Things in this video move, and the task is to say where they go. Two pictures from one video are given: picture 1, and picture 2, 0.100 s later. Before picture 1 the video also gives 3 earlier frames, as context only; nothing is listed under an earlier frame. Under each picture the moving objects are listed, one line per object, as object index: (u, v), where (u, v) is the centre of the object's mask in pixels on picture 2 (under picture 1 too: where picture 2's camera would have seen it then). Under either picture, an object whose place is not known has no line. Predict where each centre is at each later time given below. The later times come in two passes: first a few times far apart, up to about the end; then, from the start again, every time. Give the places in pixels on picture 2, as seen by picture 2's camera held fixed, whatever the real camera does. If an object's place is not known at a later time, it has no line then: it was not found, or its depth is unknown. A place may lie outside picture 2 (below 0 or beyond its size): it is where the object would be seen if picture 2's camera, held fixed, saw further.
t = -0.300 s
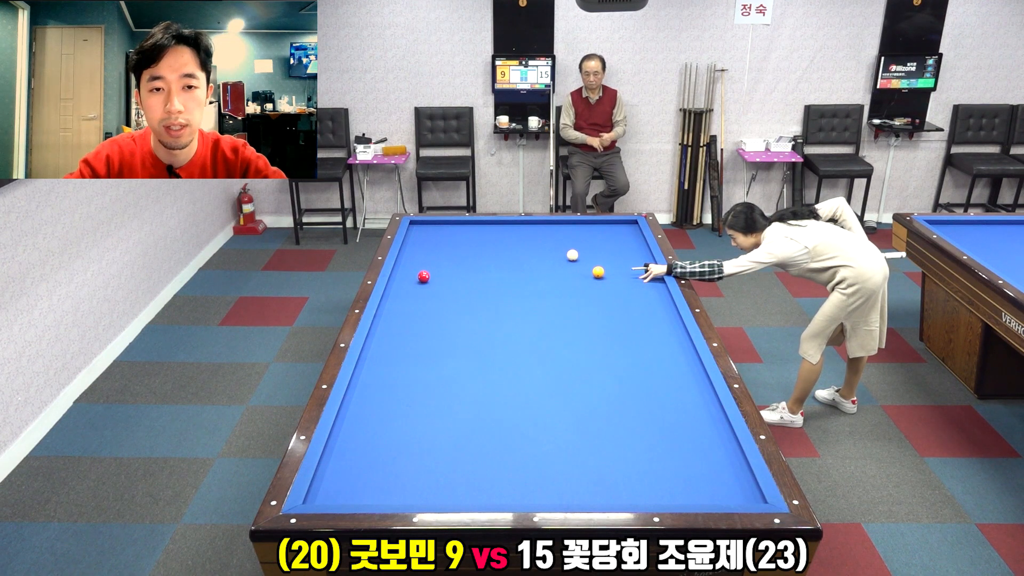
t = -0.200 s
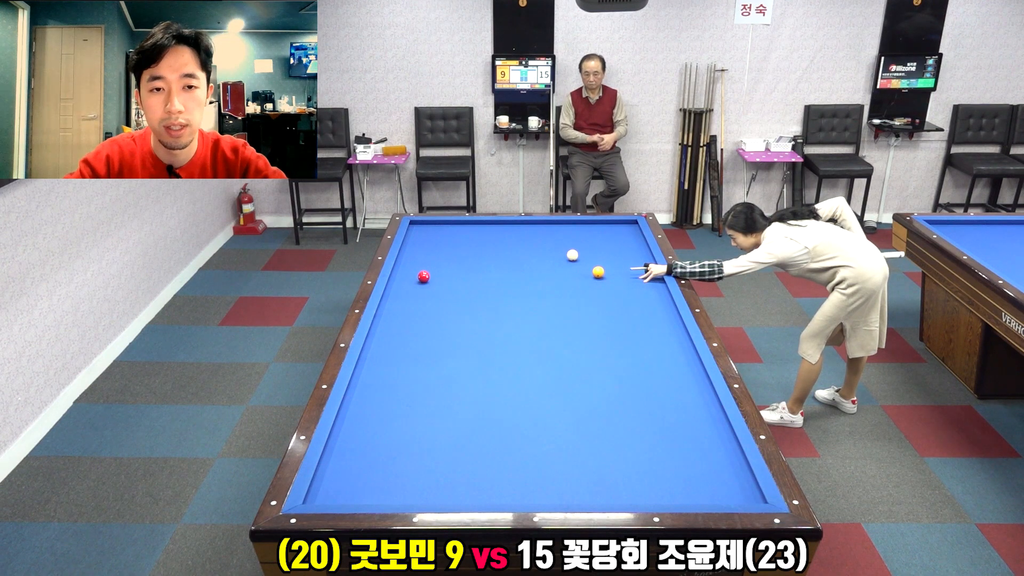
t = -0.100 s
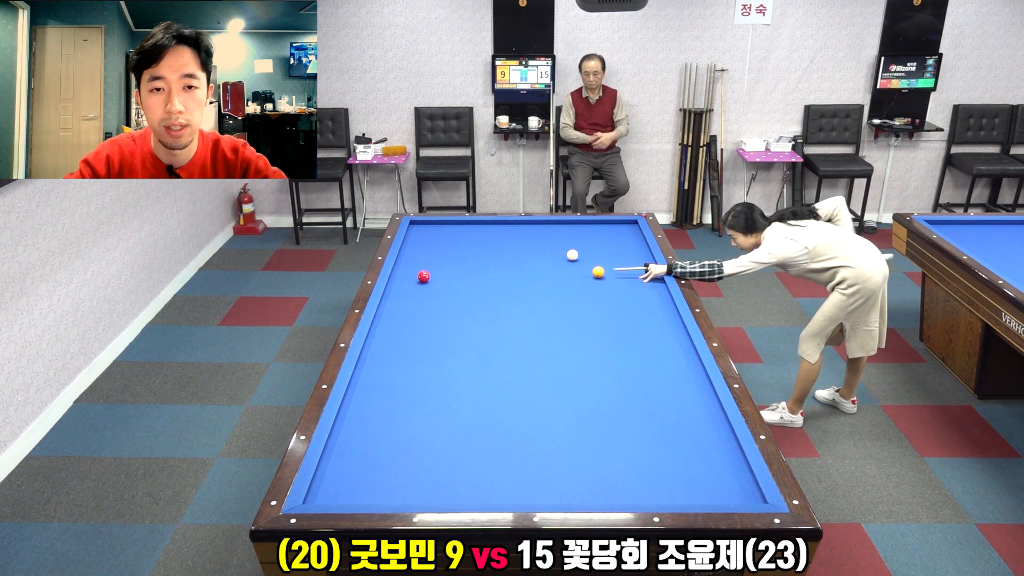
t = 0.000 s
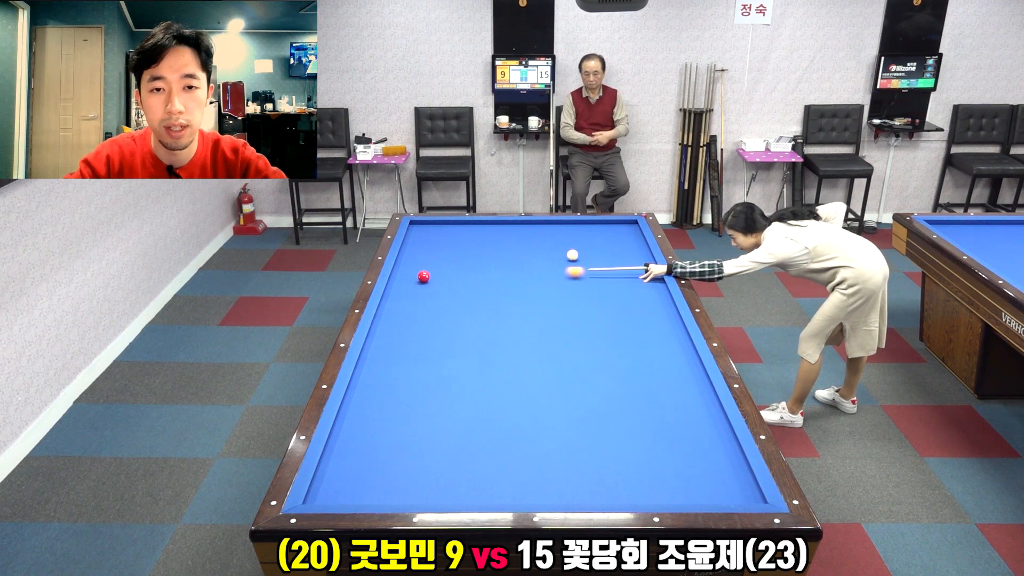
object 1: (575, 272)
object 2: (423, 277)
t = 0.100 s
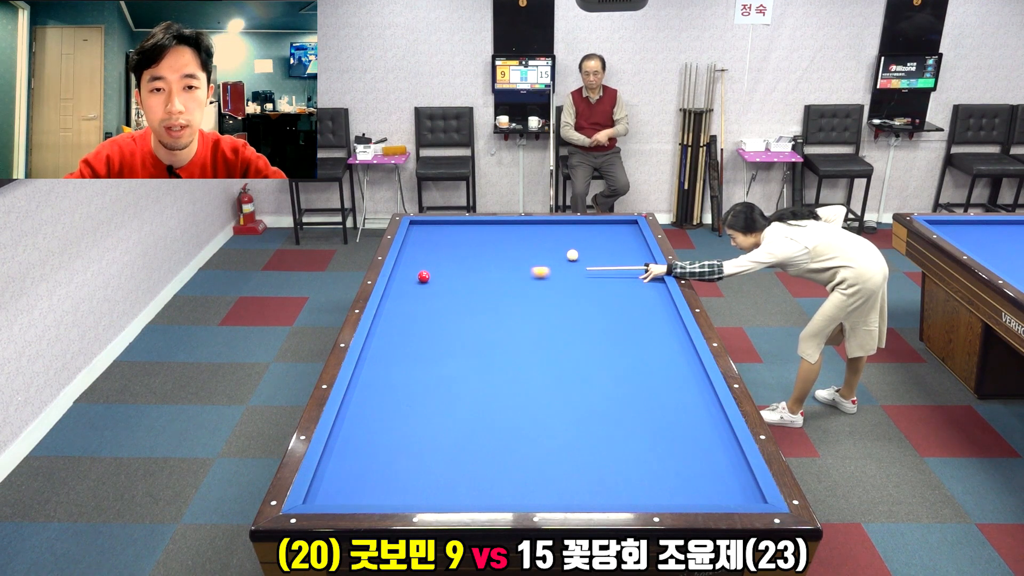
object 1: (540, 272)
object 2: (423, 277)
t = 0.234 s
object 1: (494, 272)
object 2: (423, 277)
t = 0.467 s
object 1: (419, 269)
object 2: (419, 279)
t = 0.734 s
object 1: (436, 261)
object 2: (400, 289)
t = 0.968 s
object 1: (472, 253)
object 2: (389, 297)
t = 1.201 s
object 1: (506, 245)
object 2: (394, 303)
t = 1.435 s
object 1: (538, 238)
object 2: (399, 310)
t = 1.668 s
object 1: (568, 231)
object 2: (404, 317)
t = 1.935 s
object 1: (600, 224)
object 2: (409, 325)
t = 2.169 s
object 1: (627, 223)
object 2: (414, 331)
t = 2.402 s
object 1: (625, 228)
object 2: (419, 338)
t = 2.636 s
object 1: (612, 232)
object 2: (424, 345)
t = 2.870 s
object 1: (600, 237)
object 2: (429, 353)
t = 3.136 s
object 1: (586, 243)
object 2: (435, 361)
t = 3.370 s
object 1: (573, 246)
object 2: (440, 368)
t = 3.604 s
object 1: (560, 252)
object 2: (444, 375)
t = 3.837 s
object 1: (547, 257)
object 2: (449, 382)
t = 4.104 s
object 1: (531, 263)
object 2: (455, 390)
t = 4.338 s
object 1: (518, 268)
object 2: (460, 397)
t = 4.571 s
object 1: (505, 273)
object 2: (464, 404)
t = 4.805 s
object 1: (491, 278)
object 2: (469, 411)
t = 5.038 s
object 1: (477, 283)
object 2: (473, 418)
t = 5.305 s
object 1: (462, 288)
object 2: (478, 425)
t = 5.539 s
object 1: (448, 293)
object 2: (483, 432)
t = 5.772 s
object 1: (434, 299)
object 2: (487, 439)
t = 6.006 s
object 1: (420, 304)
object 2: (491, 445)
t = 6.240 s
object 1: (407, 309)
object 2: (495, 451)
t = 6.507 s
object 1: (390, 314)
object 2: (500, 458)
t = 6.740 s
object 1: (381, 319)
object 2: (504, 464)
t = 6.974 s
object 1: (386, 323)
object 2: (507, 470)
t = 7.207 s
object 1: (391, 326)
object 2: (511, 475)
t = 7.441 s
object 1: (396, 329)
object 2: (514, 481)
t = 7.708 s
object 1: (401, 332)
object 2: (518, 486)
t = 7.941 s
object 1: (406, 336)
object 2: (521, 491)
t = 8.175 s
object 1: (410, 338)
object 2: (524, 494)
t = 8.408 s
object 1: (414, 341)
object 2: (526, 496)
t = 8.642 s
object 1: (418, 344)
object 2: (528, 496)
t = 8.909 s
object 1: (422, 346)
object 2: (529, 495)
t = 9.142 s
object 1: (426, 348)
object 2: (530, 495)
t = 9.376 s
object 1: (429, 350)
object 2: (530, 494)
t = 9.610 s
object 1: (432, 352)
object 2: (531, 494)
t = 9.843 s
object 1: (434, 354)
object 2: (531, 494)
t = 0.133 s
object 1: (529, 272)
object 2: (423, 277)
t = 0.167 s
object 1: (517, 272)
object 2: (423, 277)
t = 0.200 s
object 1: (506, 272)
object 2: (423, 277)
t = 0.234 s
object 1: (494, 272)
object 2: (423, 277)
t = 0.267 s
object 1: (483, 272)
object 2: (423, 277)
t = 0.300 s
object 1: (471, 273)
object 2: (423, 277)
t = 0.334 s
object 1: (460, 272)
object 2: (423, 277)
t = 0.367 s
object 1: (449, 272)
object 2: (423, 277)
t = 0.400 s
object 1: (438, 272)
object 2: (423, 277)
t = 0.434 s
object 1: (428, 271)
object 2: (422, 278)
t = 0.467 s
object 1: (419, 269)
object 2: (419, 279)
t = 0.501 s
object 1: (410, 269)
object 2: (417, 280)
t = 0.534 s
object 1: (402, 268)
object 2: (414, 282)
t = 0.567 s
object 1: (401, 267)
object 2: (412, 283)
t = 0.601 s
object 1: (409, 265)
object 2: (409, 284)
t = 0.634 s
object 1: (417, 264)
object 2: (407, 285)
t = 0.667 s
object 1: (424, 263)
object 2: (405, 286)
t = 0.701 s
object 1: (430, 262)
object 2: (402, 288)
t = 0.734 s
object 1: (436, 261)
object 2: (400, 289)
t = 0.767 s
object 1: (441, 259)
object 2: (398, 290)
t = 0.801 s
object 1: (447, 258)
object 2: (395, 291)
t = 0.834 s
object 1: (452, 257)
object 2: (393, 292)
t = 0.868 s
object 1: (457, 256)
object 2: (390, 294)
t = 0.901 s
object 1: (462, 255)
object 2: (388, 295)
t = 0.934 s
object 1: (467, 254)
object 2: (389, 296)
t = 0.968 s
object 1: (472, 253)
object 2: (389, 297)
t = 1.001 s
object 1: (477, 251)
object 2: (390, 298)
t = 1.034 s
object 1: (482, 250)
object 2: (391, 298)
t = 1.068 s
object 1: (487, 249)
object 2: (392, 300)
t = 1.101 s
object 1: (492, 248)
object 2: (392, 301)
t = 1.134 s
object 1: (497, 247)
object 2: (393, 302)
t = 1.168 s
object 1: (501, 246)
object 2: (394, 302)
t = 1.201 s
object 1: (506, 245)
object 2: (394, 303)
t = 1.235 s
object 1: (511, 244)
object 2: (395, 304)
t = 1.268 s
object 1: (515, 243)
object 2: (396, 305)
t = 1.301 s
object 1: (520, 242)
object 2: (396, 306)
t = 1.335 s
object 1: (525, 241)
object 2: (397, 307)
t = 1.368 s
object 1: (529, 240)
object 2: (398, 308)
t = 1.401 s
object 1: (534, 239)
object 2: (398, 309)
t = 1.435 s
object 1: (538, 238)
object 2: (399, 310)
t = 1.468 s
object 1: (543, 237)
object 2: (400, 311)
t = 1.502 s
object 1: (547, 236)
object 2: (400, 312)
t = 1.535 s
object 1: (551, 235)
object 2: (401, 313)
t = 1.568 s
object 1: (555, 234)
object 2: (402, 314)
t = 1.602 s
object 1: (560, 233)
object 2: (402, 315)
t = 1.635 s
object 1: (564, 232)
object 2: (403, 316)
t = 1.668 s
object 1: (568, 231)
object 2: (404, 317)
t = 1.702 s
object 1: (572, 230)
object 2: (405, 318)
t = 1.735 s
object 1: (576, 229)
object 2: (405, 319)
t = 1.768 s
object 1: (581, 228)
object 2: (406, 320)
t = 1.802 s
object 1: (584, 227)
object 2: (407, 321)
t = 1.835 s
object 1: (588, 227)
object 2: (407, 322)
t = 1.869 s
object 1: (592, 226)
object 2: (408, 323)
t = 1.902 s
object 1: (596, 225)
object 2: (409, 324)
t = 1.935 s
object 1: (600, 224)
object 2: (409, 325)
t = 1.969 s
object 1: (604, 223)
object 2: (410, 326)
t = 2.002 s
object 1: (608, 222)
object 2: (411, 327)
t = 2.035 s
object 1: (612, 222)
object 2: (411, 328)
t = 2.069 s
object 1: (616, 222)
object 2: (412, 329)
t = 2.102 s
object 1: (619, 222)
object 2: (413, 330)
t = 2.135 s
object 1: (623, 223)
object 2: (413, 331)
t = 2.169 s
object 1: (627, 223)
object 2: (414, 331)
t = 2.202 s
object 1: (630, 224)
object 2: (415, 332)
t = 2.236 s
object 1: (633, 224)
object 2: (416, 333)
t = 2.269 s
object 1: (632, 225)
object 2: (416, 335)
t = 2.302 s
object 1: (630, 226)
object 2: (417, 335)
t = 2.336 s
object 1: (628, 227)
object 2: (418, 336)
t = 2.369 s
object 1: (626, 227)
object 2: (418, 337)
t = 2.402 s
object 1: (625, 228)
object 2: (419, 338)
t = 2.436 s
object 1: (623, 228)
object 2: (420, 339)
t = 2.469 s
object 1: (621, 229)
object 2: (421, 340)
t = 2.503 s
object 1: (619, 230)
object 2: (421, 341)
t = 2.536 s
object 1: (618, 230)
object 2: (422, 342)
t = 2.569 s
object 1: (616, 231)
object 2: (423, 343)
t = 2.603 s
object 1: (614, 232)
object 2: (423, 344)
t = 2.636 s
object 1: (612, 232)
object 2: (424, 345)
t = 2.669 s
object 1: (611, 233)
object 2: (425, 346)
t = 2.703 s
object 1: (609, 234)
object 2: (425, 347)
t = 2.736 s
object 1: (607, 235)
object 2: (426, 348)
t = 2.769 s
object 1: (605, 235)
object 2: (427, 349)
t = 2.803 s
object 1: (603, 236)
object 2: (427, 350)
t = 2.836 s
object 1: (602, 237)
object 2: (428, 351)
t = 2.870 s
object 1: (600, 237)
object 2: (429, 353)
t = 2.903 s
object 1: (598, 238)
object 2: (430, 354)
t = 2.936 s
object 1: (596, 239)
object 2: (430, 355)
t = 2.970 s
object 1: (594, 239)
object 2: (431, 355)
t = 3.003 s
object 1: (593, 240)
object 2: (432, 356)
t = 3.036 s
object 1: (591, 241)
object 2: (432, 358)
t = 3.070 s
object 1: (589, 241)
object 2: (433, 358)
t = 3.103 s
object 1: (587, 242)
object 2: (434, 360)
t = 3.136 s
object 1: (586, 243)
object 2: (435, 361)
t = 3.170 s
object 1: (584, 243)
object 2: (435, 362)
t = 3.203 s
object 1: (582, 244)
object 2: (436, 363)
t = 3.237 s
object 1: (580, 245)
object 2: (437, 364)
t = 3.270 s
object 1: (578, 245)
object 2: (437, 365)
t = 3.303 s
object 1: (577, 246)
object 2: (438, 366)
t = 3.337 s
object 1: (575, 246)
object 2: (439, 367)
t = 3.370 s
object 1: (573, 246)
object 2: (440, 368)
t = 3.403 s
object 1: (571, 247)
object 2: (440, 369)
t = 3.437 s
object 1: (569, 247)
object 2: (441, 370)
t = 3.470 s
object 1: (566, 249)
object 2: (442, 371)
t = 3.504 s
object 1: (565, 250)
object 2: (443, 372)
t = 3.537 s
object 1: (563, 251)
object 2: (443, 373)
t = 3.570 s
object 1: (561, 251)
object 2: (444, 374)
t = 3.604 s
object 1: (560, 252)
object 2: (444, 375)
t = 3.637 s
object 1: (558, 253)
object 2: (445, 376)
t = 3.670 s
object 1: (556, 253)
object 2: (446, 377)
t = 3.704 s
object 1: (554, 254)
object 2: (447, 378)
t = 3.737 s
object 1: (552, 255)
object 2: (447, 379)
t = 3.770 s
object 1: (550, 256)
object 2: (448, 380)
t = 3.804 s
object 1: (549, 256)
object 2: (449, 381)
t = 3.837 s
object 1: (547, 257)
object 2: (449, 382)
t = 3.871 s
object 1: (545, 258)
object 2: (450, 383)
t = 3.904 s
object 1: (543, 259)
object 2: (451, 384)
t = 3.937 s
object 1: (541, 259)
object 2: (452, 385)
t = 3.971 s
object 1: (539, 260)
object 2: (452, 386)
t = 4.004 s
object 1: (537, 261)
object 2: (453, 387)
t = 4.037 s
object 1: (535, 261)
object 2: (454, 388)
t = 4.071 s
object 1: (533, 262)
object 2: (454, 389)
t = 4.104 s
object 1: (531, 263)
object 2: (455, 390)
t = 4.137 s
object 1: (530, 263)
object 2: (456, 391)
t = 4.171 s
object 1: (528, 264)
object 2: (456, 392)
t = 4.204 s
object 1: (526, 265)
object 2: (457, 393)
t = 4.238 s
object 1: (524, 266)
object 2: (458, 394)
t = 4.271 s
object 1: (522, 266)
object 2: (458, 395)
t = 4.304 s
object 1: (520, 267)
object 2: (459, 396)
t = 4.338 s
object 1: (518, 268)
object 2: (460, 397)
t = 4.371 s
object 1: (516, 268)
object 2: (460, 398)
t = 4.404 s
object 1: (514, 269)
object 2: (461, 399)
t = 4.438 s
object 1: (512, 270)
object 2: (462, 400)
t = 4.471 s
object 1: (510, 271)
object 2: (462, 401)
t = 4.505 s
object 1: (508, 271)
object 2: (463, 402)
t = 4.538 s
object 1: (506, 272)
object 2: (464, 403)
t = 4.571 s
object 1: (505, 273)
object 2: (464, 404)
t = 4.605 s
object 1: (503, 273)
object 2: (465, 405)
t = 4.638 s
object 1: (501, 274)
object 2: (466, 406)
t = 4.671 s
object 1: (499, 275)
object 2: (466, 407)
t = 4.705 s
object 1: (497, 275)
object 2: (467, 408)
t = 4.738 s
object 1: (495, 276)
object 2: (468, 409)
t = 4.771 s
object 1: (493, 277)
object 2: (468, 410)
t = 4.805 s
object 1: (491, 278)
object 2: (469, 411)
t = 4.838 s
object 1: (489, 278)
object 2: (470, 412)
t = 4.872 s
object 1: (487, 279)
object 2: (470, 413)
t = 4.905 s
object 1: (485, 280)
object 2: (471, 414)
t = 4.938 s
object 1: (483, 281)
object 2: (472, 415)
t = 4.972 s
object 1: (481, 281)
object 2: (472, 416)
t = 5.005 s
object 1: (479, 282)
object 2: (473, 417)
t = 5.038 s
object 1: (477, 283)
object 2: (473, 418)
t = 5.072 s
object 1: (475, 284)
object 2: (474, 418)
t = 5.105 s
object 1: (473, 284)
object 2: (475, 420)
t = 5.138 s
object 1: (471, 285)
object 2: (475, 421)
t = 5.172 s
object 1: (470, 286)
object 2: (476, 422)
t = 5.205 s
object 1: (468, 286)
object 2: (477, 422)
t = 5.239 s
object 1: (466, 287)
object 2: (477, 423)
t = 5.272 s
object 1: (464, 288)
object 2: (478, 424)
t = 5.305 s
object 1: (462, 288)
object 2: (478, 425)
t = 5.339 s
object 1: (460, 289)
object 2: (479, 426)
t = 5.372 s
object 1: (458, 290)
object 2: (480, 427)
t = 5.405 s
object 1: (456, 290)
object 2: (480, 428)
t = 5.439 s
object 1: (454, 291)
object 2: (481, 429)
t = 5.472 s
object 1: (452, 292)
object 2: (482, 430)
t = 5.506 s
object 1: (450, 293)
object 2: (482, 431)
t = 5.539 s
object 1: (448, 293)
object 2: (483, 432)
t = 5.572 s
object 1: (446, 294)
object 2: (484, 433)
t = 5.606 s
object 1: (444, 295)
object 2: (484, 434)
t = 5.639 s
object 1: (442, 296)
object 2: (485, 435)
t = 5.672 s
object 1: (440, 296)
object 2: (485, 436)
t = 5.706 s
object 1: (438, 297)
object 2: (486, 437)
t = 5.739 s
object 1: (436, 298)
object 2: (486, 438)
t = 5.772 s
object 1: (434, 299)
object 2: (487, 439)
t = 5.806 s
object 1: (432, 299)
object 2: (488, 440)
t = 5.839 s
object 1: (430, 300)
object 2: (488, 440)
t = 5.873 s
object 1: (428, 301)
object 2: (489, 442)
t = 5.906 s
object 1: (426, 301)
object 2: (490, 443)
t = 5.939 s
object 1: (424, 302)
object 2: (490, 443)
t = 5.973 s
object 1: (422, 303)
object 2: (491, 444)
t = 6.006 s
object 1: (420, 304)
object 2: (491, 445)
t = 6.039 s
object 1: (418, 304)
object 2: (492, 446)
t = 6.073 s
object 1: (416, 305)
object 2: (492, 447)
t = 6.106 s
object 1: (414, 306)
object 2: (493, 448)
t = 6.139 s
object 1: (412, 306)
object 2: (494, 449)
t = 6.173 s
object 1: (410, 307)
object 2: (494, 450)
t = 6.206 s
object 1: (408, 308)
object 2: (495, 451)
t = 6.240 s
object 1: (407, 309)
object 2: (495, 451)
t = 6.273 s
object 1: (404, 309)
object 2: (496, 452)
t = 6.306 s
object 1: (402, 310)
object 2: (496, 453)
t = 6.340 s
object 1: (400, 311)
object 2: (497, 454)
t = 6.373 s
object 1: (399, 312)
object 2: (498, 455)
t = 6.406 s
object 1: (396, 312)
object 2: (498, 456)
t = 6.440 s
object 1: (395, 313)
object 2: (499, 457)
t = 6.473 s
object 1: (392, 314)
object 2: (499, 458)
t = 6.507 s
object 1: (390, 314)
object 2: (500, 458)
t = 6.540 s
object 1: (388, 315)
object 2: (500, 459)
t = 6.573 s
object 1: (386, 316)
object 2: (501, 460)
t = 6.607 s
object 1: (384, 317)
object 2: (501, 461)
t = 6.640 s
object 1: (382, 317)
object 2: (502, 462)
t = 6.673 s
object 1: (380, 318)
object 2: (503, 463)
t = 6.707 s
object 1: (380, 319)
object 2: (503, 463)
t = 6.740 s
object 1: (381, 319)
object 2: (504, 464)
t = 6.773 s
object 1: (381, 320)
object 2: (504, 465)
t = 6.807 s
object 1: (382, 320)
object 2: (505, 466)
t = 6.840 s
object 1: (383, 321)
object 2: (505, 467)
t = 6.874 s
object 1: (384, 321)
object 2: (506, 468)
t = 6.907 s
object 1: (384, 322)
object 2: (506, 468)
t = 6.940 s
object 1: (385, 322)
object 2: (507, 469)
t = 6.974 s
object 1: (386, 323)
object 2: (507, 470)
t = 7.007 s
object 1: (386, 323)
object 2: (508, 471)
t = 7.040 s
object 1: (387, 323)
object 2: (508, 472)
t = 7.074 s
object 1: (388, 324)
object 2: (509, 472)
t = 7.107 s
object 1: (389, 325)
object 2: (509, 473)
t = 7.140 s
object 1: (389, 325)
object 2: (510, 474)
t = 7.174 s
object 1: (390, 325)
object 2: (510, 475)
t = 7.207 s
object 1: (391, 326)
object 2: (511, 475)
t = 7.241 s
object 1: (392, 326)
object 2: (511, 476)
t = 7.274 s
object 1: (392, 327)
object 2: (512, 477)
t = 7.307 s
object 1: (393, 327)
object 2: (512, 478)
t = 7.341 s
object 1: (394, 328)
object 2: (513, 478)
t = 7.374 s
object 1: (394, 328)
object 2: (513, 479)
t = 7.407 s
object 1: (395, 329)
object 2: (514, 480)
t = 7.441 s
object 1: (396, 329)
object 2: (514, 481)
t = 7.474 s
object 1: (396, 330)
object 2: (515, 481)
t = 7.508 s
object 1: (397, 330)
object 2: (515, 482)
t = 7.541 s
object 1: (398, 331)
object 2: (516, 483)
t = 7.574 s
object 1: (399, 331)
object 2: (516, 483)
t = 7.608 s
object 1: (399, 331)
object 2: (517, 484)
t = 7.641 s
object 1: (400, 332)
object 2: (517, 485)
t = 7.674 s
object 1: (401, 332)
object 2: (517, 486)
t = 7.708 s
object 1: (401, 332)
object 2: (518, 486)
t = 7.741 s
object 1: (402, 333)
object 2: (518, 487)
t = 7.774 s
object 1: (403, 333)
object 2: (519, 488)
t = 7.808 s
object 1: (403, 334)
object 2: (519, 488)
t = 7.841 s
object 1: (404, 334)
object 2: (520, 489)
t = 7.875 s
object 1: (405, 335)
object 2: (520, 490)
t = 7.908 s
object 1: (405, 335)
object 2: (520, 490)
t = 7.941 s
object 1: (406, 336)
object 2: (521, 491)
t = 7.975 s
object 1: (407, 336)
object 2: (521, 491)
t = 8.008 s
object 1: (407, 336)
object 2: (522, 492)
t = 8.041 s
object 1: (408, 337)
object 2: (522, 492)
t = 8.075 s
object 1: (408, 337)
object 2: (522, 493)
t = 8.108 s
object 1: (409, 337)
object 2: (523, 493)
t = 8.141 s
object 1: (410, 338)
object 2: (523, 493)
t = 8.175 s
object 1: (410, 338)
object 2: (524, 494)
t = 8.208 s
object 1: (411, 339)
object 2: (524, 494)
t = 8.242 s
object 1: (411, 339)
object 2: (524, 495)
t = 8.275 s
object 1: (412, 339)
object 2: (525, 495)
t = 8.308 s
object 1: (413, 340)
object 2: (525, 495)
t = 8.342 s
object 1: (413, 340)
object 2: (526, 496)
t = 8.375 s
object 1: (414, 341)
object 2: (526, 496)
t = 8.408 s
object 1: (414, 341)
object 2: (526, 496)
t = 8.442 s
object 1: (415, 341)
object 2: (527, 496)
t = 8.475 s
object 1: (416, 342)
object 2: (527, 497)
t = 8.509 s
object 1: (416, 342)
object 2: (527, 497)
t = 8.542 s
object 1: (417, 343)
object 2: (528, 497)
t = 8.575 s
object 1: (417, 343)
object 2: (528, 496)
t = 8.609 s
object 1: (418, 343)
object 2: (528, 496)
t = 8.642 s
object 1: (418, 344)
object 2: (528, 496)
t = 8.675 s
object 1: (419, 344)
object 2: (528, 496)
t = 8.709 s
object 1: (419, 344)
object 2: (529, 496)
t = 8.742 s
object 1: (420, 344)
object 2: (529, 496)
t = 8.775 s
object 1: (420, 345)
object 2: (529, 496)
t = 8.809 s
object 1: (421, 345)
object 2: (529, 495)
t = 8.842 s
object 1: (421, 346)
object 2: (529, 495)
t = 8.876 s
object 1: (422, 346)
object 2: (529, 495)
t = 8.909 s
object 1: (422, 346)
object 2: (529, 495)
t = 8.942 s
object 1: (423, 346)
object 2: (529, 495)
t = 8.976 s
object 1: (424, 347)
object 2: (530, 495)
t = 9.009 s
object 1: (424, 347)
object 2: (530, 495)
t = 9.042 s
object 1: (425, 347)
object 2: (530, 495)
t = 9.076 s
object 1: (425, 348)
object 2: (530, 495)
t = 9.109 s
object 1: (426, 348)
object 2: (530, 495)
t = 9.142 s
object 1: (426, 348)
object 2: (530, 495)
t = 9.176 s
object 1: (426, 349)
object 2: (530, 494)
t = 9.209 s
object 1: (427, 349)
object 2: (530, 494)
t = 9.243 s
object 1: (427, 349)
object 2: (530, 494)
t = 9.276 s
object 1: (428, 350)
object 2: (530, 494)
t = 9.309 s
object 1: (428, 350)
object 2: (530, 494)
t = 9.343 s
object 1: (429, 350)
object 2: (530, 494)
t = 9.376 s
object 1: (429, 350)
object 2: (530, 494)
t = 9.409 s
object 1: (429, 351)
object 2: (531, 494)
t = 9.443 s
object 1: (430, 351)
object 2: (531, 494)
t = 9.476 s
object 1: (430, 351)
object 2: (531, 494)
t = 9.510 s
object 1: (431, 352)
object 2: (531, 494)
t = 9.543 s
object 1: (431, 352)
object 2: (531, 494)
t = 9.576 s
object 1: (431, 352)
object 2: (531, 494)
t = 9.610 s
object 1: (432, 352)
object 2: (531, 494)
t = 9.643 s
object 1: (432, 353)
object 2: (531, 494)
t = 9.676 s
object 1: (433, 353)
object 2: (531, 494)
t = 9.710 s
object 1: (433, 353)
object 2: (531, 494)
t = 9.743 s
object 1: (433, 353)
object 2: (531, 494)
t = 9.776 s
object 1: (434, 354)
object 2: (531, 494)
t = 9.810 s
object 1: (434, 354)
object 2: (531, 494)
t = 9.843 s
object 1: (434, 354)
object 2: (531, 494)
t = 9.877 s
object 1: (435, 354)
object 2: (531, 494)
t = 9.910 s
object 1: (435, 355)
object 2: (531, 494)
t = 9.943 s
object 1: (435, 355)
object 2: (531, 494)
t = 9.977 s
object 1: (436, 355)
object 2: (531, 494)
